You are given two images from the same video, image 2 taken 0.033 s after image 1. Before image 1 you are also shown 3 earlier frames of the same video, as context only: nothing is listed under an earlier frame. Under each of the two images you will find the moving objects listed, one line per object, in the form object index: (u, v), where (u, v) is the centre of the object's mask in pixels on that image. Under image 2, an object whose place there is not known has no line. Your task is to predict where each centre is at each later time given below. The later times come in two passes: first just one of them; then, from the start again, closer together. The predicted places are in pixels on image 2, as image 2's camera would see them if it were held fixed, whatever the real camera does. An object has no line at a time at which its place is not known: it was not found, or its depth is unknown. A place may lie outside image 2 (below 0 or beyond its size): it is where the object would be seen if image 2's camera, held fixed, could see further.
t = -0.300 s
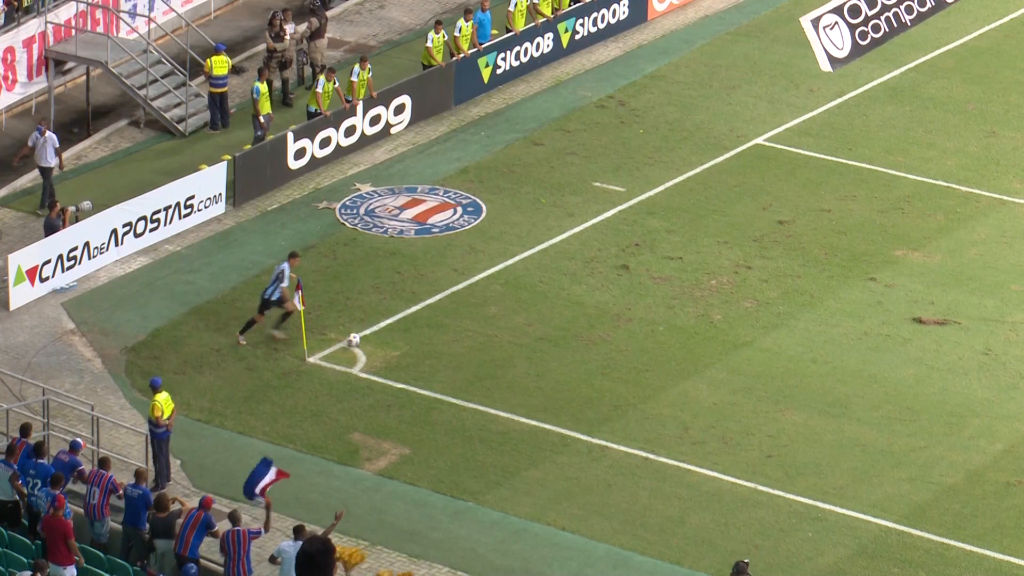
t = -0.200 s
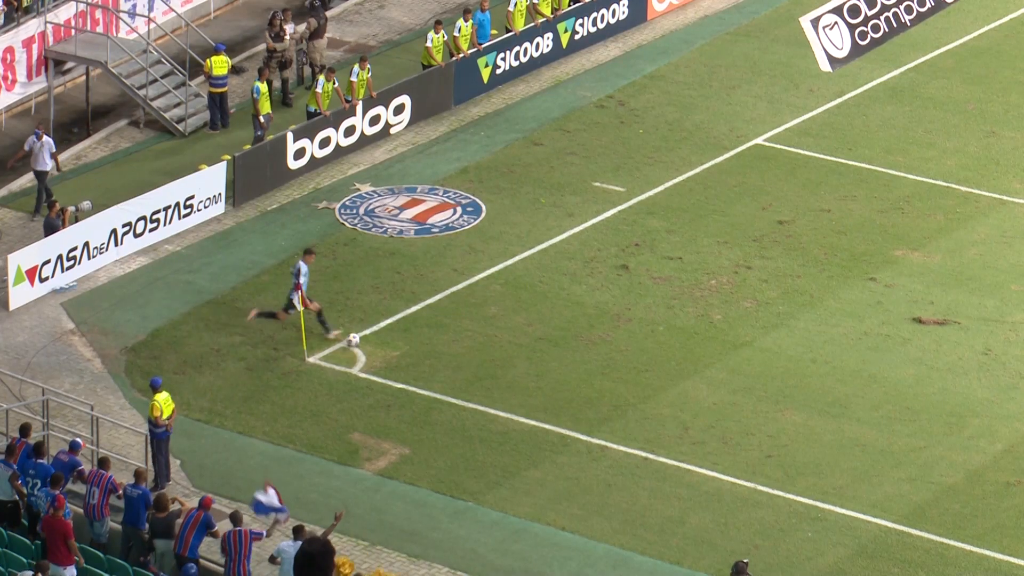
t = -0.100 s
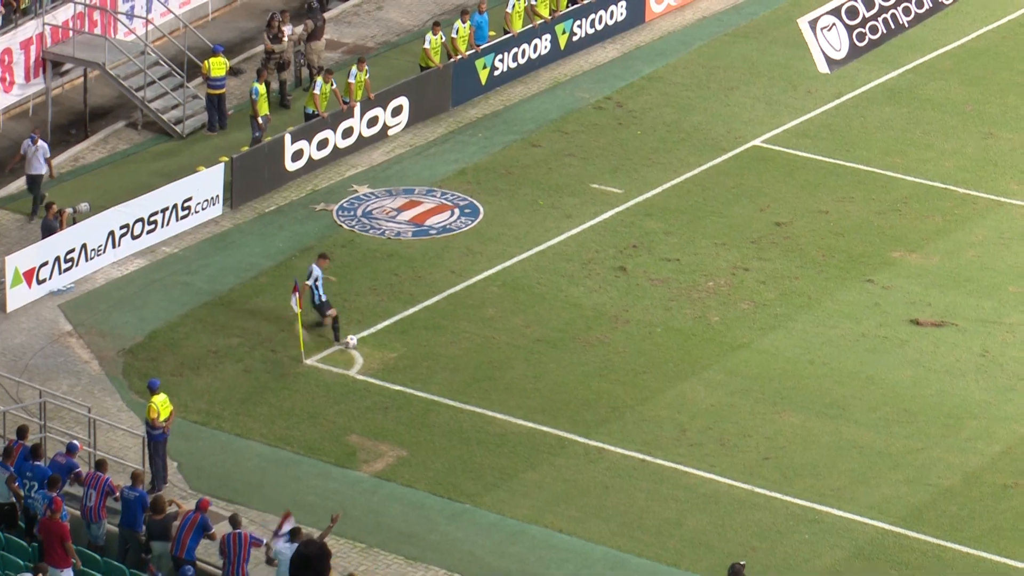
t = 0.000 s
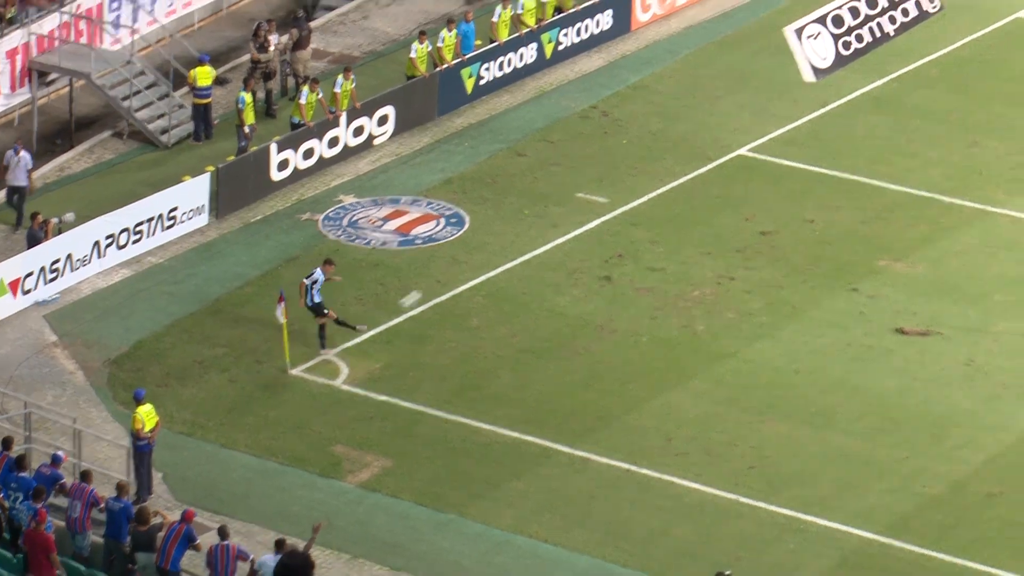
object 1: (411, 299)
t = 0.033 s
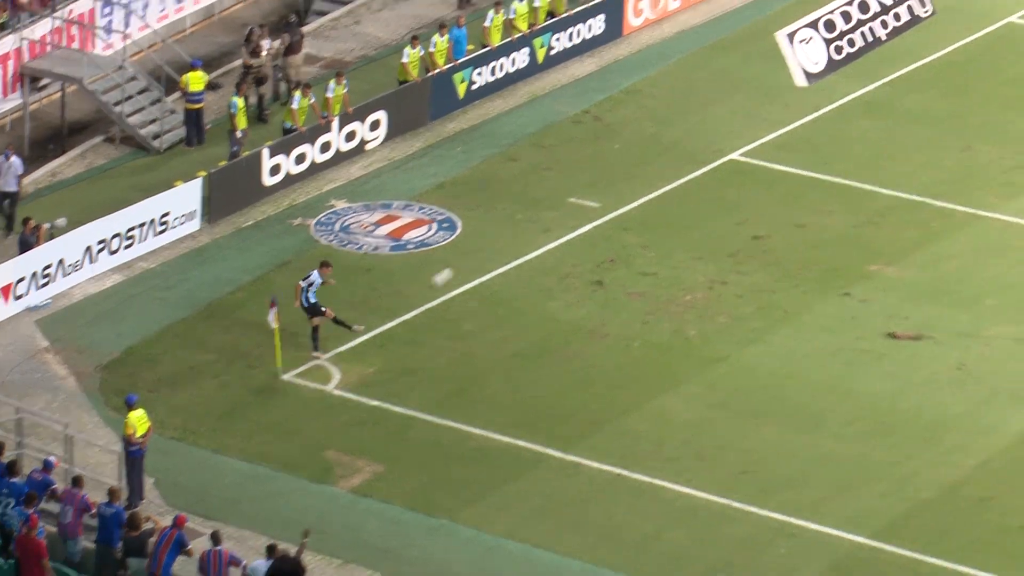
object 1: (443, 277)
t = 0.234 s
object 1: (658, 128)
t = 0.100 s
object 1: (519, 224)
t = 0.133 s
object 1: (554, 199)
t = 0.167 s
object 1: (590, 175)
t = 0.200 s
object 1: (624, 152)
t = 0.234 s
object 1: (658, 128)
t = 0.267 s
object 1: (690, 107)
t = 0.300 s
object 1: (722, 86)
